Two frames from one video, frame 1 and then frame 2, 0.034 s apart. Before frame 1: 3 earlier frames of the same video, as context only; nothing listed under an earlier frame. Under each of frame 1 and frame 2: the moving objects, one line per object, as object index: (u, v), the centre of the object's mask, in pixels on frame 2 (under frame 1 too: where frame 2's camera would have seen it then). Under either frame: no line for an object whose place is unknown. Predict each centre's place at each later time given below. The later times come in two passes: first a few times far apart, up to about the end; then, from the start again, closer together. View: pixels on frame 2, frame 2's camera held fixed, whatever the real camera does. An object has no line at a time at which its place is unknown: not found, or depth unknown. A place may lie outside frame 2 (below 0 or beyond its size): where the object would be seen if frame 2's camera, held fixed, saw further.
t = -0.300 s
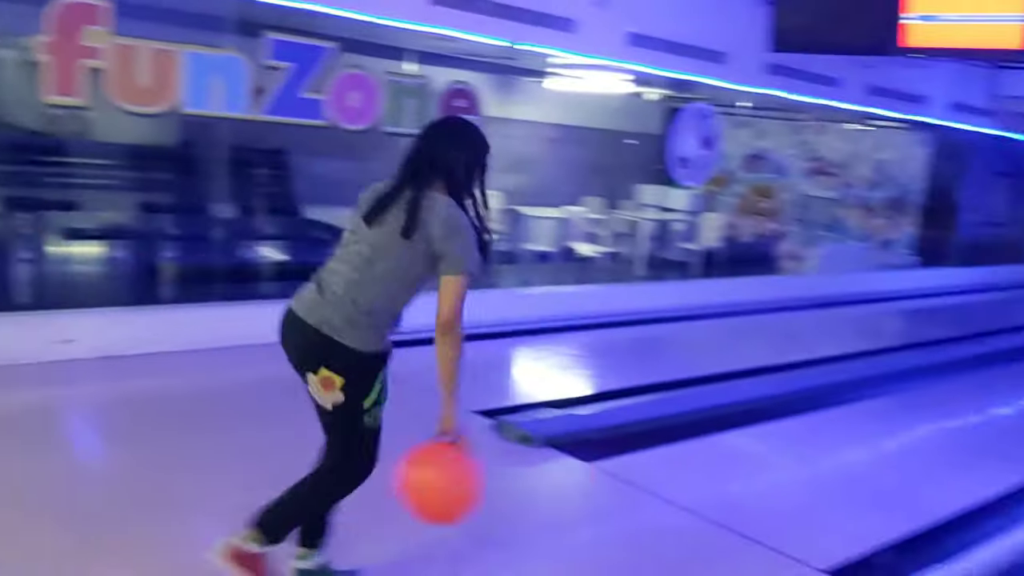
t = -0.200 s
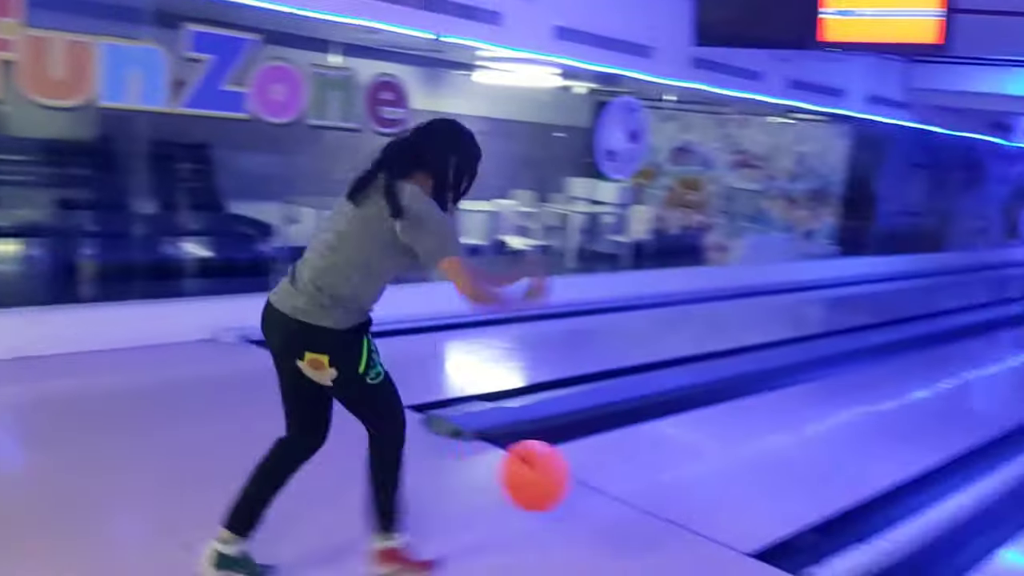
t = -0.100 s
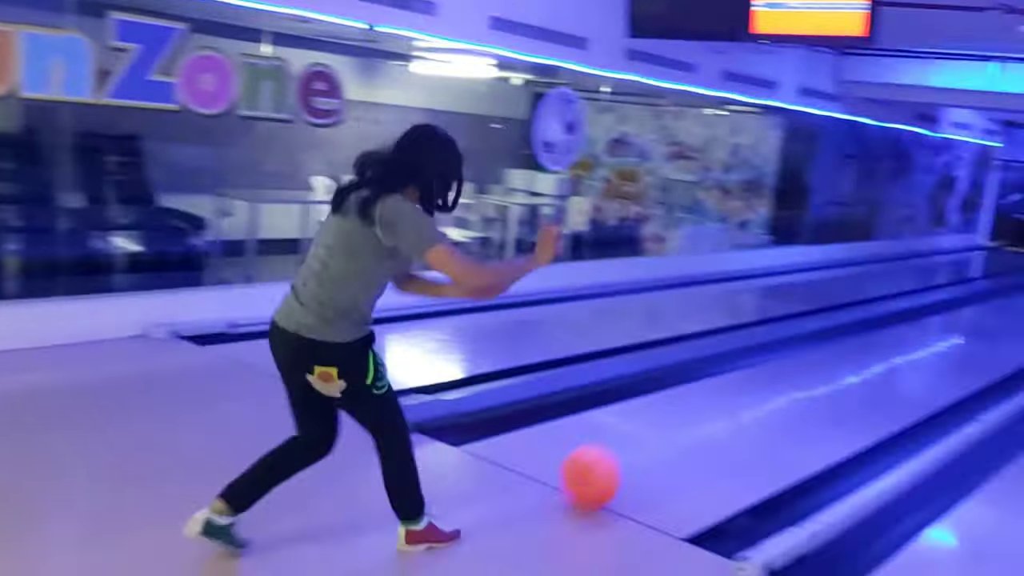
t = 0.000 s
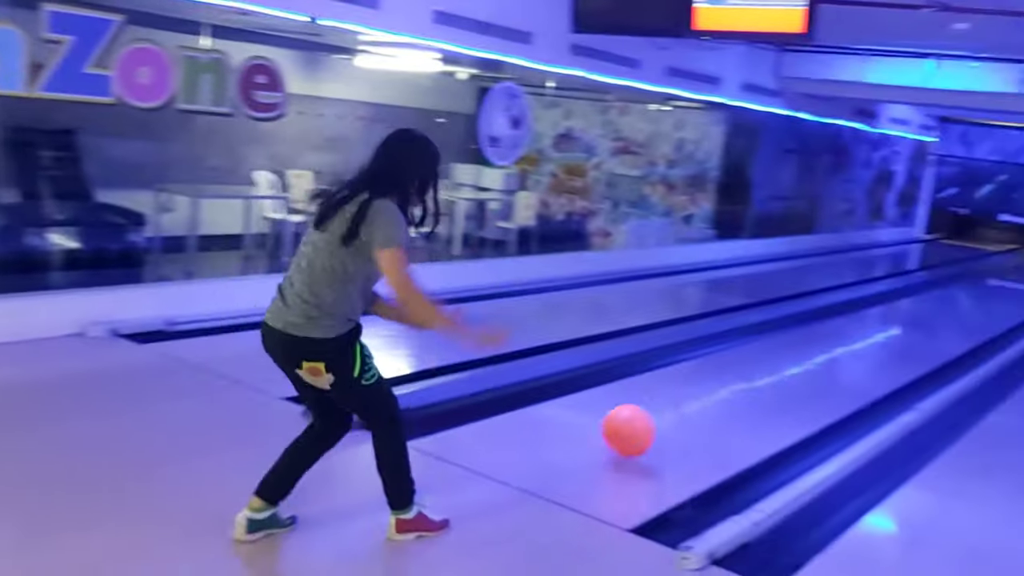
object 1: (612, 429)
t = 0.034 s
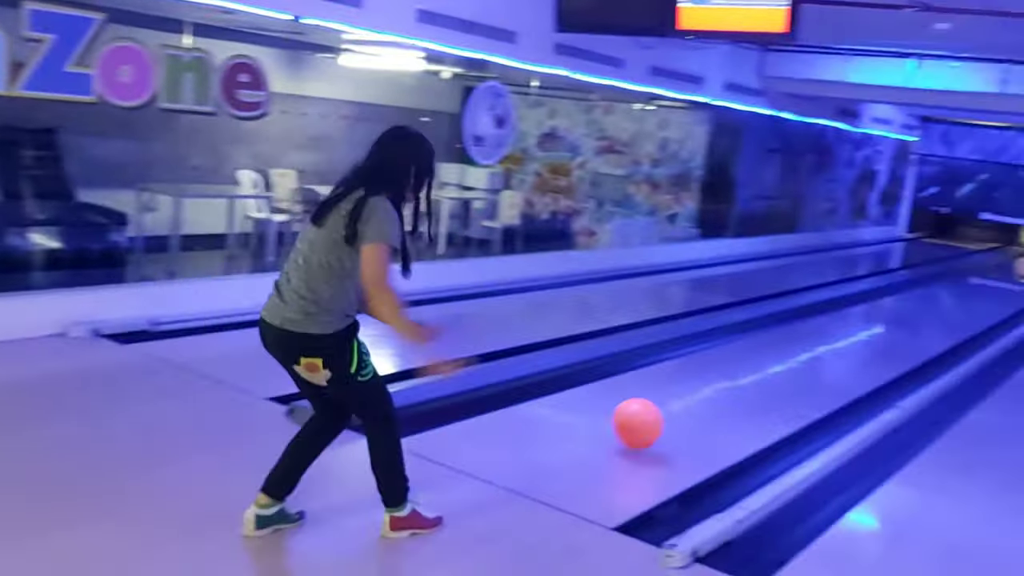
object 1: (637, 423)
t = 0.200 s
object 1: (741, 392)
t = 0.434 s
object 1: (836, 358)
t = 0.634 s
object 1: (893, 337)
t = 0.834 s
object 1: (934, 321)
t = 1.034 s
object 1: (967, 309)
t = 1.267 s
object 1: (996, 298)
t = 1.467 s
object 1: (1016, 291)
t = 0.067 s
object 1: (661, 421)
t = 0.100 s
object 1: (684, 412)
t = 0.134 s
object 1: (704, 406)
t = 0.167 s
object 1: (723, 399)
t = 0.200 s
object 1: (741, 392)
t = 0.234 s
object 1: (757, 387)
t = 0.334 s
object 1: (800, 372)
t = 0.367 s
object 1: (813, 367)
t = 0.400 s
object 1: (825, 362)
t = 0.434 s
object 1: (836, 358)
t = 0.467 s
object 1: (847, 354)
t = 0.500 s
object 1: (858, 351)
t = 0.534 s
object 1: (867, 347)
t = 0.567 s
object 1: (876, 344)
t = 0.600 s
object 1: (884, 341)
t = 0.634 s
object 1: (893, 337)
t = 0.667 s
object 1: (900, 334)
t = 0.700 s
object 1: (908, 332)
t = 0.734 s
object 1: (915, 329)
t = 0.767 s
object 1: (921, 326)
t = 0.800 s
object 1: (928, 324)
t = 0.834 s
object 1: (934, 321)
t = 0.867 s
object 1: (940, 319)
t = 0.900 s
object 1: (946, 317)
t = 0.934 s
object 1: (951, 315)
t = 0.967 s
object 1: (957, 313)
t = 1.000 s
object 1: (962, 311)
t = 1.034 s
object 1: (967, 309)
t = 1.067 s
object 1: (971, 307)
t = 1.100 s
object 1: (976, 305)
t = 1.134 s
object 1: (980, 304)
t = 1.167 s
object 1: (985, 302)
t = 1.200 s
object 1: (988, 301)
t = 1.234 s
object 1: (992, 299)
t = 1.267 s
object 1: (996, 298)
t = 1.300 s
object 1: (1000, 296)
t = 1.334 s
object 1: (1004, 295)
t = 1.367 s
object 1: (1008, 294)
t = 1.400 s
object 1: (1010, 293)
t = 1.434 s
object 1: (1013, 292)
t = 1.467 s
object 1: (1016, 291)
